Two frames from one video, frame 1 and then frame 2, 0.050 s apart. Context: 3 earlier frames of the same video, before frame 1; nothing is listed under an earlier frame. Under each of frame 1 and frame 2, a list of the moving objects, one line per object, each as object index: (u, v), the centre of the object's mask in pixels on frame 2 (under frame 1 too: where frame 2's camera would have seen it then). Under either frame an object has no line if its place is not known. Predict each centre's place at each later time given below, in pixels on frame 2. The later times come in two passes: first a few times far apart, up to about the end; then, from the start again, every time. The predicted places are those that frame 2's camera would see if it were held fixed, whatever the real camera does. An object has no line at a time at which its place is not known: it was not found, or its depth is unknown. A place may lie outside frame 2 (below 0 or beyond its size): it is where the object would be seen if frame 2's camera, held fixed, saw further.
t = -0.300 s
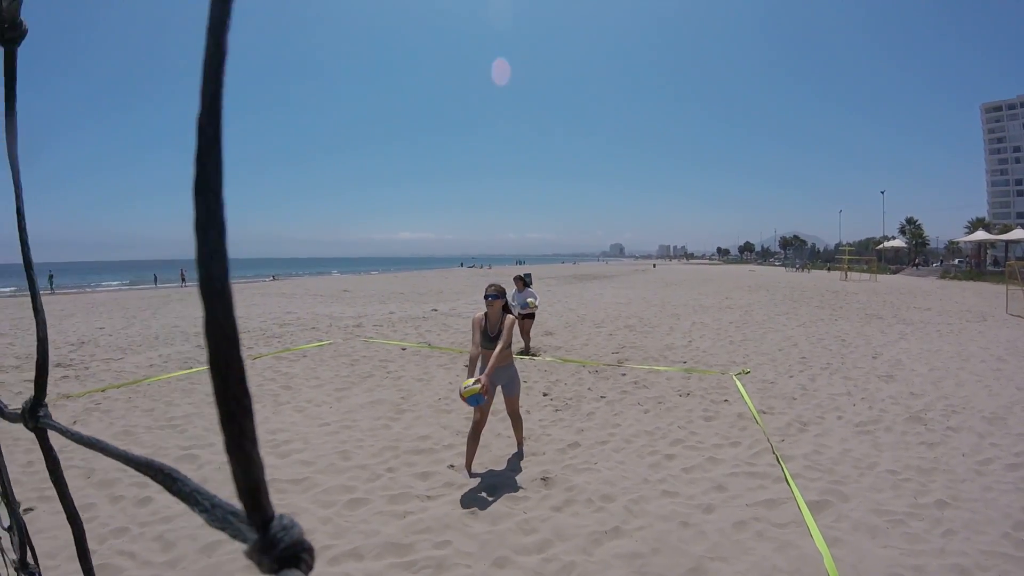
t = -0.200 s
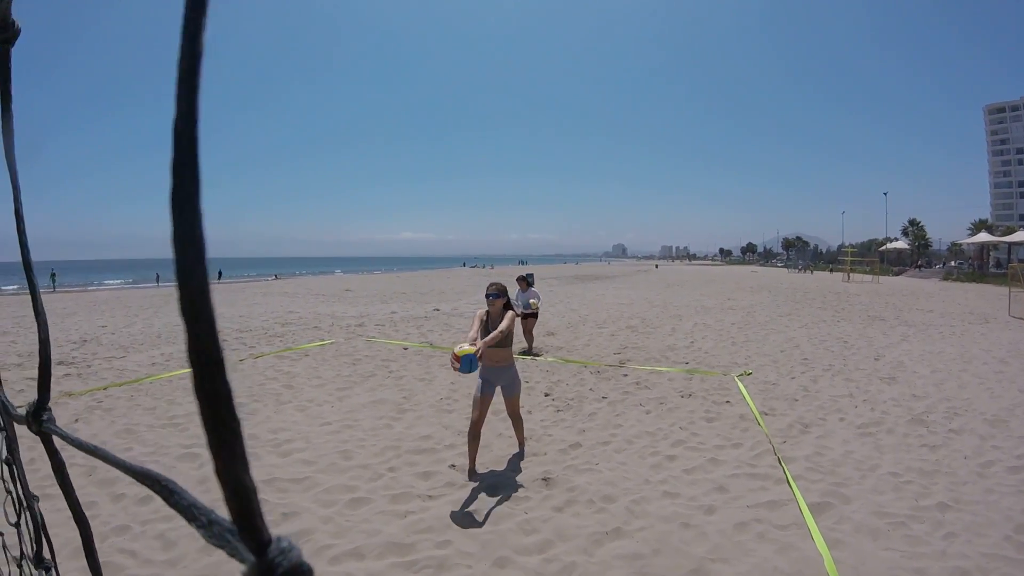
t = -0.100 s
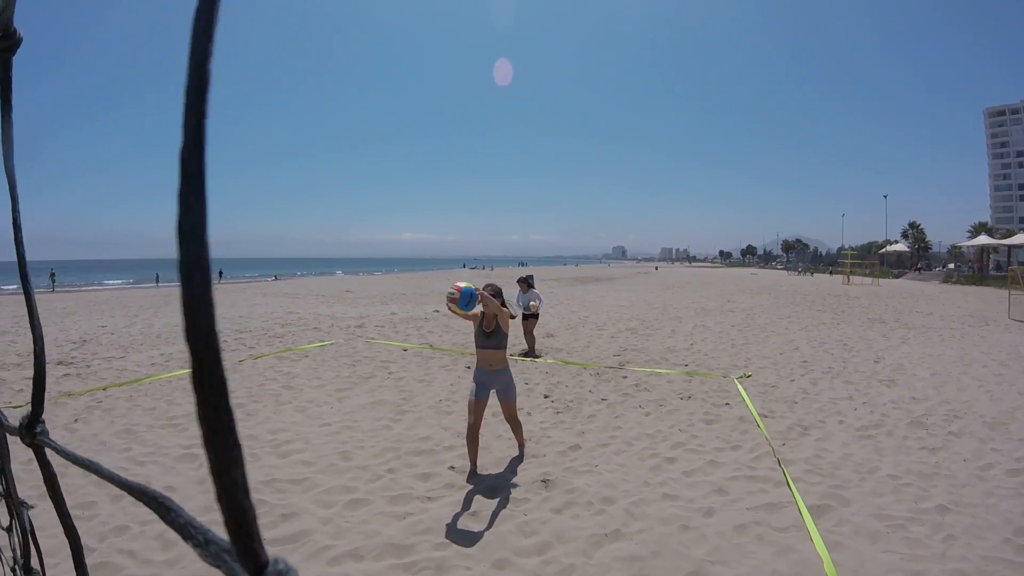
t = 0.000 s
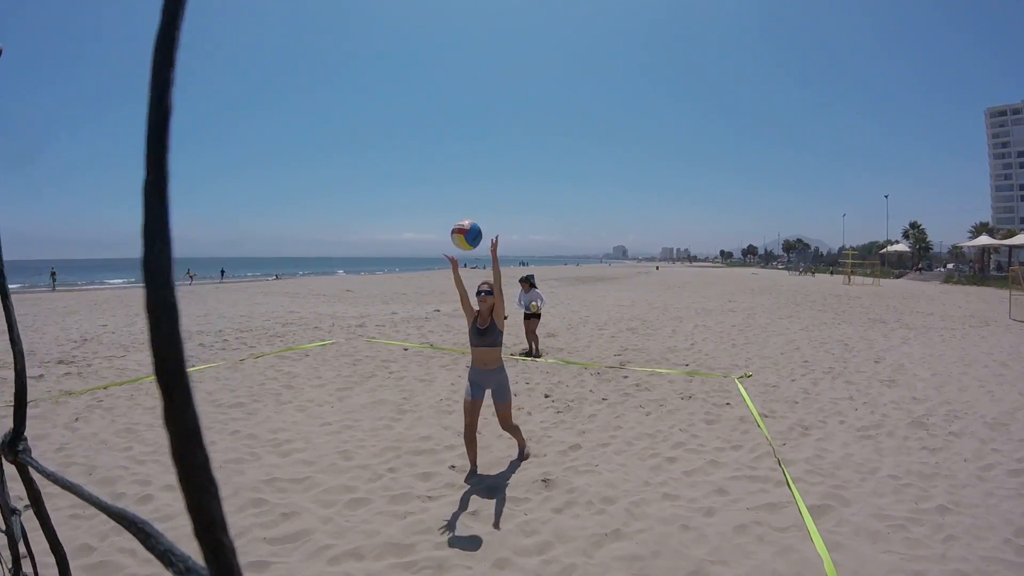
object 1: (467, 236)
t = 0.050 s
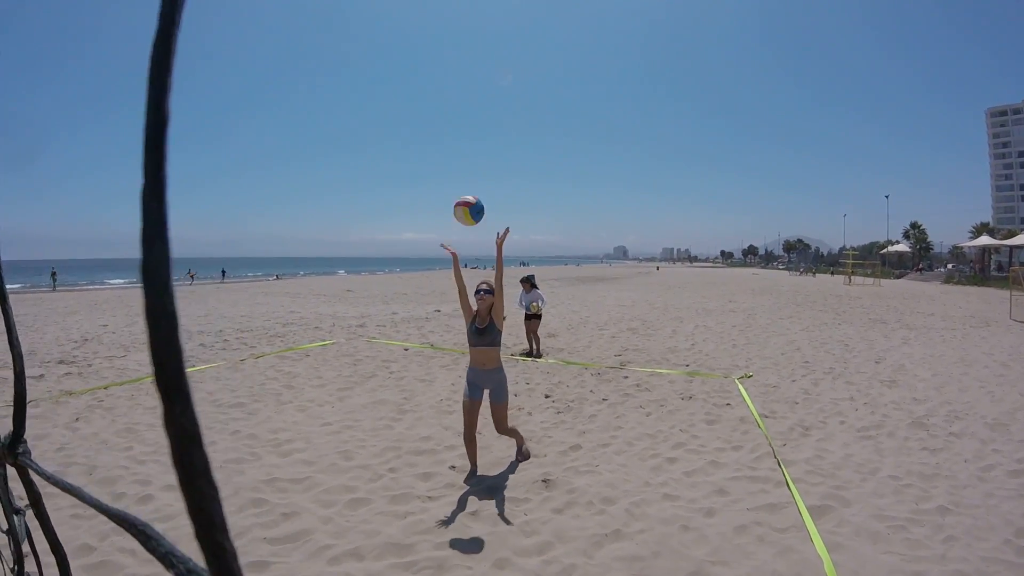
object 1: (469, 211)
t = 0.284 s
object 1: (479, 150)
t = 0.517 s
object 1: (490, 167)
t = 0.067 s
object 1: (470, 203)
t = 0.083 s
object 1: (470, 196)
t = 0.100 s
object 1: (471, 190)
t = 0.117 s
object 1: (472, 185)
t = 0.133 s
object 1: (472, 179)
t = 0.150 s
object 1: (473, 174)
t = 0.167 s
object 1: (474, 170)
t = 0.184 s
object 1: (474, 166)
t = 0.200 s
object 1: (475, 162)
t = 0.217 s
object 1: (476, 159)
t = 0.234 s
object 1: (476, 156)
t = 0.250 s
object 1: (477, 154)
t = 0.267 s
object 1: (478, 152)
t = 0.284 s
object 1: (479, 150)
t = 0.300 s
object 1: (479, 149)
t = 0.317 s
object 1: (480, 148)
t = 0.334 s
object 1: (481, 148)
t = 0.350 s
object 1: (481, 148)
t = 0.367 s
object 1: (483, 148)
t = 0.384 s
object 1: (483, 149)
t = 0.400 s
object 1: (484, 150)
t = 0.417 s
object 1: (485, 151)
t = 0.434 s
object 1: (486, 153)
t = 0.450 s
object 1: (487, 155)
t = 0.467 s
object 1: (488, 158)
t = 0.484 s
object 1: (488, 161)
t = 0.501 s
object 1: (489, 164)
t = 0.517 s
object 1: (490, 167)
